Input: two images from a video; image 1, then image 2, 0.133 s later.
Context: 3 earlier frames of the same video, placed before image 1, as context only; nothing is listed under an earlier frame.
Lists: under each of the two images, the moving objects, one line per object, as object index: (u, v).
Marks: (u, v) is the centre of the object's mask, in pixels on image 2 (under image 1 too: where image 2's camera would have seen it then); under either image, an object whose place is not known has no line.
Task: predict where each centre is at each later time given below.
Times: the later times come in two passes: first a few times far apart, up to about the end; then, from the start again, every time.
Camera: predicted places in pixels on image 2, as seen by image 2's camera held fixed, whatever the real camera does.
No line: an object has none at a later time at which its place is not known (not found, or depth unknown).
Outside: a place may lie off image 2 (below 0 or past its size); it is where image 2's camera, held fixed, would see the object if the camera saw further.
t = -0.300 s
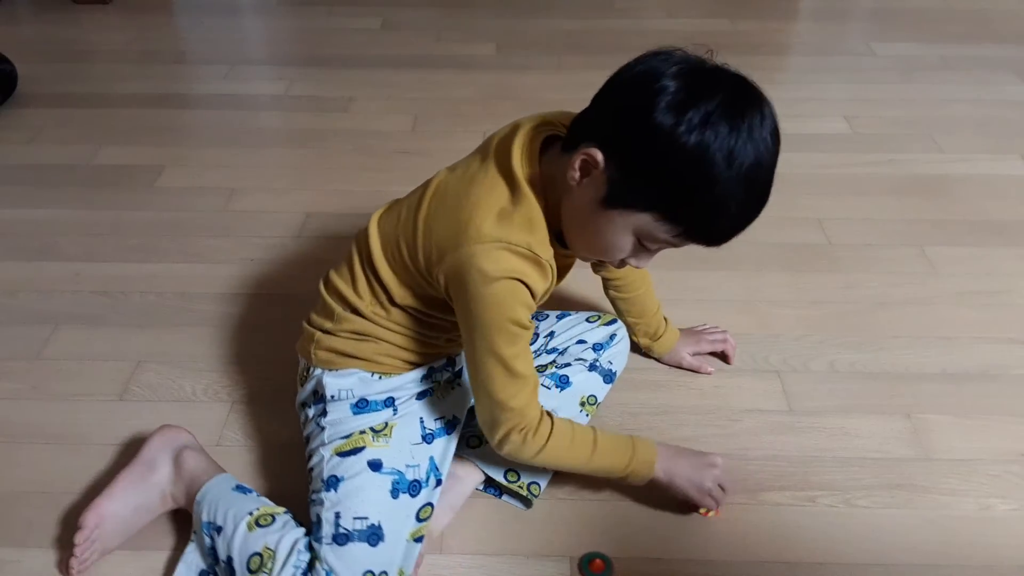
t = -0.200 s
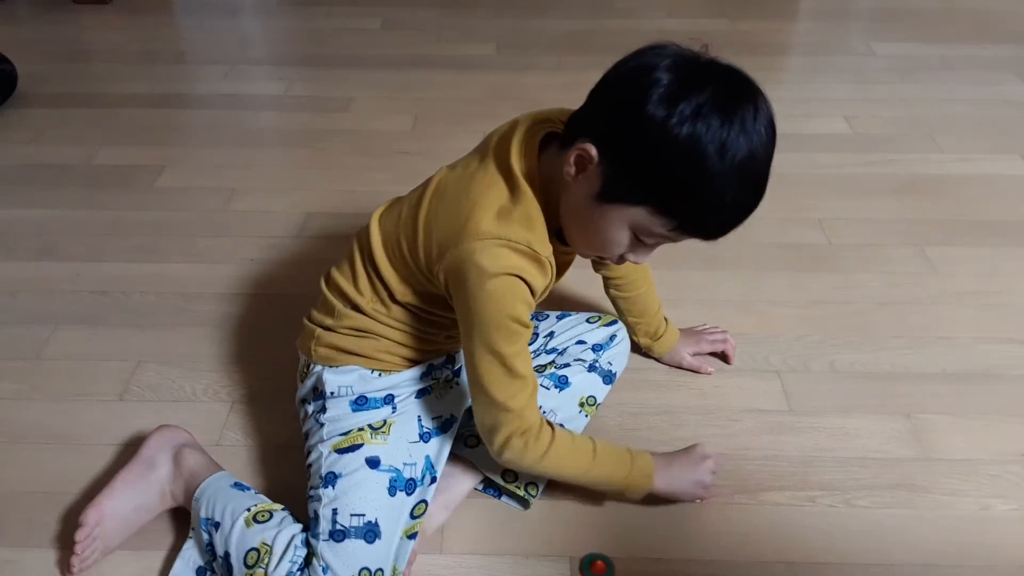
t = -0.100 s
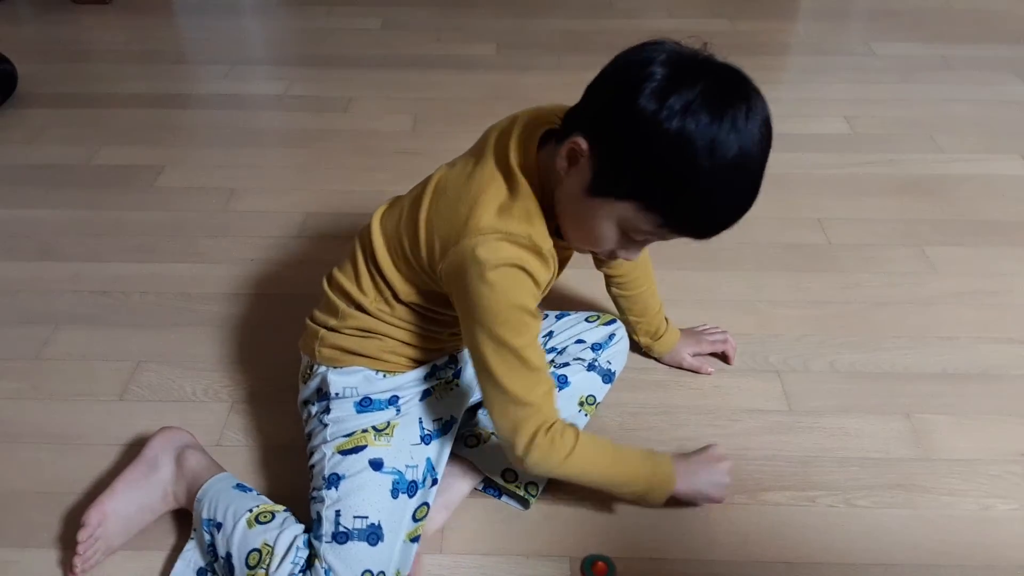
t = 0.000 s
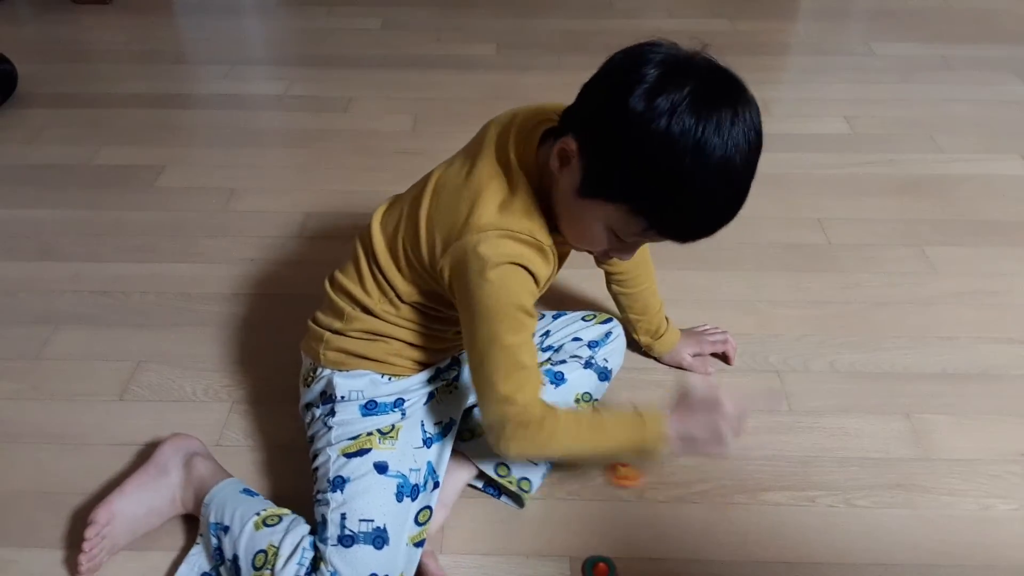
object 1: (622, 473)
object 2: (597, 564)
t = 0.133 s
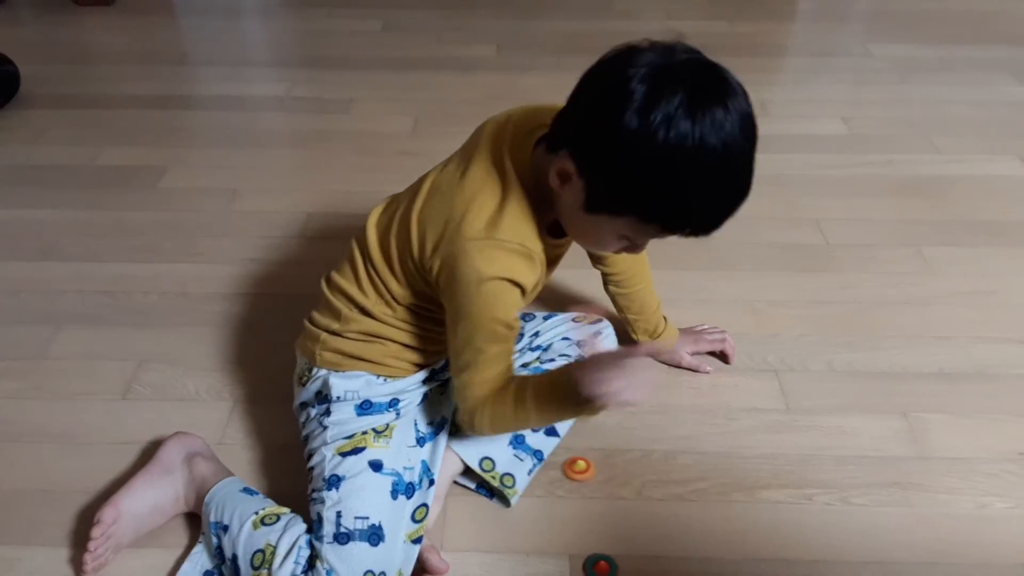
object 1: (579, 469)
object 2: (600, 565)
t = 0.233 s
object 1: (568, 470)
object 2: (602, 565)
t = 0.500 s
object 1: (550, 472)
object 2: (606, 565)
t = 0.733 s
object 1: (541, 475)
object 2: (610, 565)
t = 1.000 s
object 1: (538, 478)
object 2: (615, 564)
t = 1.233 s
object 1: (537, 479)
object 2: (618, 564)
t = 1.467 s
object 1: (537, 479)
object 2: (621, 563)
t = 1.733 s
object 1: (539, 478)
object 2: (624, 562)
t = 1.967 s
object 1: (537, 475)
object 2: (626, 561)
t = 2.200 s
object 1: (540, 477)
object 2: (628, 559)
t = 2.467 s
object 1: (538, 472)
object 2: (629, 558)
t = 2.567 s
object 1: (536, 473)
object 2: (630, 558)
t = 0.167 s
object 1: (574, 469)
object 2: (601, 566)
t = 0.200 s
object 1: (571, 469)
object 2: (601, 566)
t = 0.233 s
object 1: (568, 470)
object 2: (602, 565)
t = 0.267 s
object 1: (566, 471)
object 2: (602, 565)
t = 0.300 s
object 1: (568, 473)
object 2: (603, 565)
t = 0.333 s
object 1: (567, 473)
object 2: (603, 564)
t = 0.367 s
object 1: (558, 471)
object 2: (604, 564)
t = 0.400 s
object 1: (556, 472)
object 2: (604, 564)
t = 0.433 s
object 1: (554, 472)
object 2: (605, 564)
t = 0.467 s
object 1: (552, 472)
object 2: (605, 565)
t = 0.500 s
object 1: (550, 472)
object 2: (606, 565)
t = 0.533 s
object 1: (549, 473)
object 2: (607, 565)
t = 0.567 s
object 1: (547, 473)
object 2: (608, 565)
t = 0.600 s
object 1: (545, 473)
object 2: (608, 565)
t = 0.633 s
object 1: (544, 474)
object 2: (609, 565)
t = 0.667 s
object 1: (543, 474)
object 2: (609, 565)
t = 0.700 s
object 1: (542, 475)
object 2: (610, 565)
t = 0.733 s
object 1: (541, 475)
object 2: (610, 565)
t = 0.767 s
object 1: (540, 476)
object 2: (611, 565)
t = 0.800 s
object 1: (539, 476)
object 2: (612, 565)
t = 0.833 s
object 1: (539, 476)
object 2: (612, 565)
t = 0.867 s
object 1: (539, 476)
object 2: (613, 565)
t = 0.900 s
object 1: (539, 477)
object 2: (613, 565)
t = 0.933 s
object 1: (538, 477)
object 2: (614, 564)
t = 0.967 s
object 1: (538, 478)
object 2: (614, 564)
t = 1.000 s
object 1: (538, 478)
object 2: (615, 564)
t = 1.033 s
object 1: (537, 478)
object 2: (615, 564)
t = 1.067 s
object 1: (537, 478)
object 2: (616, 564)
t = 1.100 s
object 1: (537, 479)
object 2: (617, 564)
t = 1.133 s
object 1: (537, 479)
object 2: (617, 564)
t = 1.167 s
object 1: (537, 479)
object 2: (618, 564)
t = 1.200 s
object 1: (537, 479)
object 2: (618, 564)
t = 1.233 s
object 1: (537, 479)
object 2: (618, 564)
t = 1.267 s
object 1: (536, 479)
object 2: (619, 564)
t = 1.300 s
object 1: (536, 479)
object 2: (619, 564)
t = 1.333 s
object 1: (536, 479)
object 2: (620, 564)
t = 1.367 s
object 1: (536, 479)
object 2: (620, 564)
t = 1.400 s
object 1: (537, 479)
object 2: (620, 564)
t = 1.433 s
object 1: (537, 479)
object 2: (621, 563)
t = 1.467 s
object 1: (537, 479)
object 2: (621, 563)
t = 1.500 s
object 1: (537, 479)
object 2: (622, 563)
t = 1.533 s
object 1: (537, 479)
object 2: (622, 563)
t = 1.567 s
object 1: (537, 479)
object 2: (622, 563)
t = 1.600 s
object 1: (537, 479)
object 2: (623, 562)
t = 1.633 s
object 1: (538, 478)
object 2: (623, 563)
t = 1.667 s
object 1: (538, 478)
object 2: (623, 562)
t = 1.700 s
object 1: (538, 478)
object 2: (624, 562)
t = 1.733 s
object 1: (539, 478)
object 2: (624, 562)
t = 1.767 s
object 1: (539, 477)
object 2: (624, 562)
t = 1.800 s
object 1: (539, 476)
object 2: (625, 562)
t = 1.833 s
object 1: (539, 476)
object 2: (625, 561)
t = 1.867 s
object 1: (538, 475)
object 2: (625, 561)
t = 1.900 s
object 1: (538, 475)
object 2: (626, 561)
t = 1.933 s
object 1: (538, 475)
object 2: (626, 561)
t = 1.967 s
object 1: (537, 475)
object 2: (626, 561)
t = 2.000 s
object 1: (536, 475)
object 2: (627, 561)
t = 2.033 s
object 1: (536, 476)
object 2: (627, 560)
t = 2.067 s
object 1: (536, 476)
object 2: (627, 560)
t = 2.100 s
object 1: (537, 477)
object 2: (628, 560)
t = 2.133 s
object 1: (538, 477)
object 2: (628, 560)
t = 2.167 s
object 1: (539, 477)
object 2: (628, 560)
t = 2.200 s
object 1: (540, 477)
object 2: (628, 559)
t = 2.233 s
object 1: (541, 476)
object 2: (628, 559)
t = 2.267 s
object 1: (541, 475)
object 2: (628, 559)
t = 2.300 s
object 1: (541, 475)
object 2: (629, 559)
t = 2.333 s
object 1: (541, 474)
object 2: (629, 559)
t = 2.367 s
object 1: (540, 473)
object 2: (629, 559)
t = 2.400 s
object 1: (540, 472)
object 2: (629, 558)
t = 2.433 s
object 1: (539, 472)
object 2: (629, 558)
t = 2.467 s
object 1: (538, 472)
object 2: (629, 558)
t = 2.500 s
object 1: (537, 472)
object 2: (629, 558)
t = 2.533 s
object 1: (536, 472)
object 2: (630, 558)
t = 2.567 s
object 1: (536, 473)
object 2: (630, 558)
